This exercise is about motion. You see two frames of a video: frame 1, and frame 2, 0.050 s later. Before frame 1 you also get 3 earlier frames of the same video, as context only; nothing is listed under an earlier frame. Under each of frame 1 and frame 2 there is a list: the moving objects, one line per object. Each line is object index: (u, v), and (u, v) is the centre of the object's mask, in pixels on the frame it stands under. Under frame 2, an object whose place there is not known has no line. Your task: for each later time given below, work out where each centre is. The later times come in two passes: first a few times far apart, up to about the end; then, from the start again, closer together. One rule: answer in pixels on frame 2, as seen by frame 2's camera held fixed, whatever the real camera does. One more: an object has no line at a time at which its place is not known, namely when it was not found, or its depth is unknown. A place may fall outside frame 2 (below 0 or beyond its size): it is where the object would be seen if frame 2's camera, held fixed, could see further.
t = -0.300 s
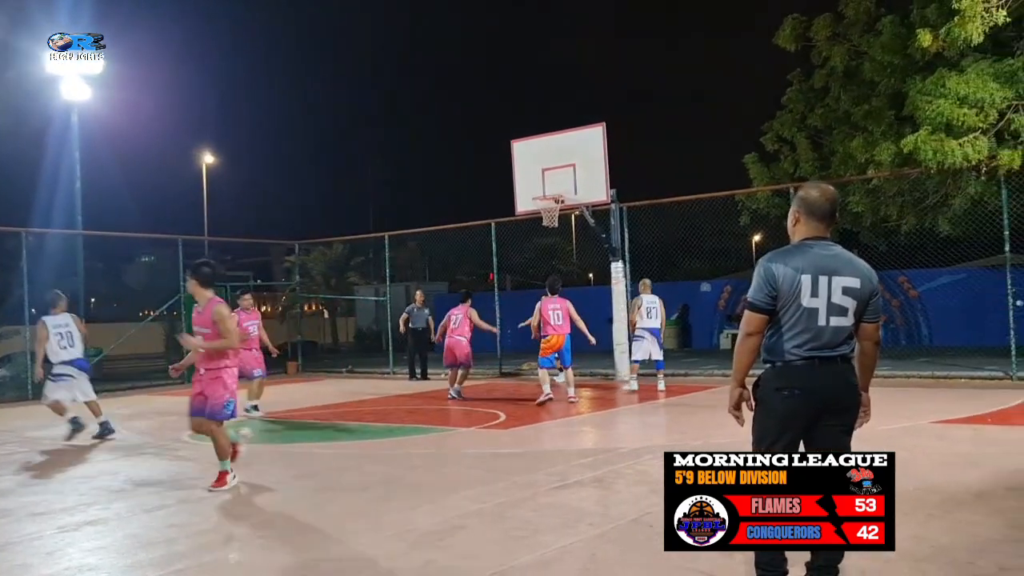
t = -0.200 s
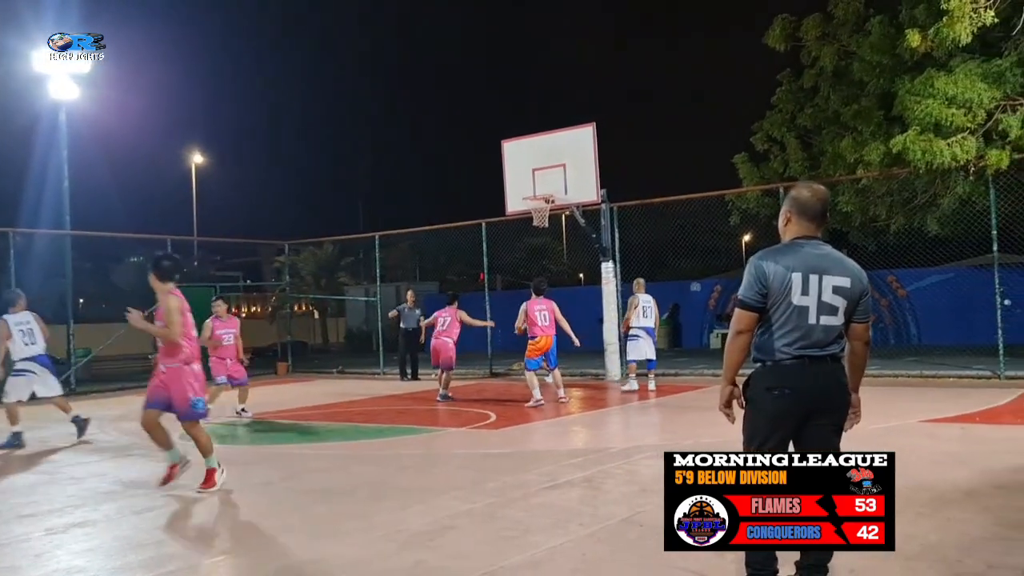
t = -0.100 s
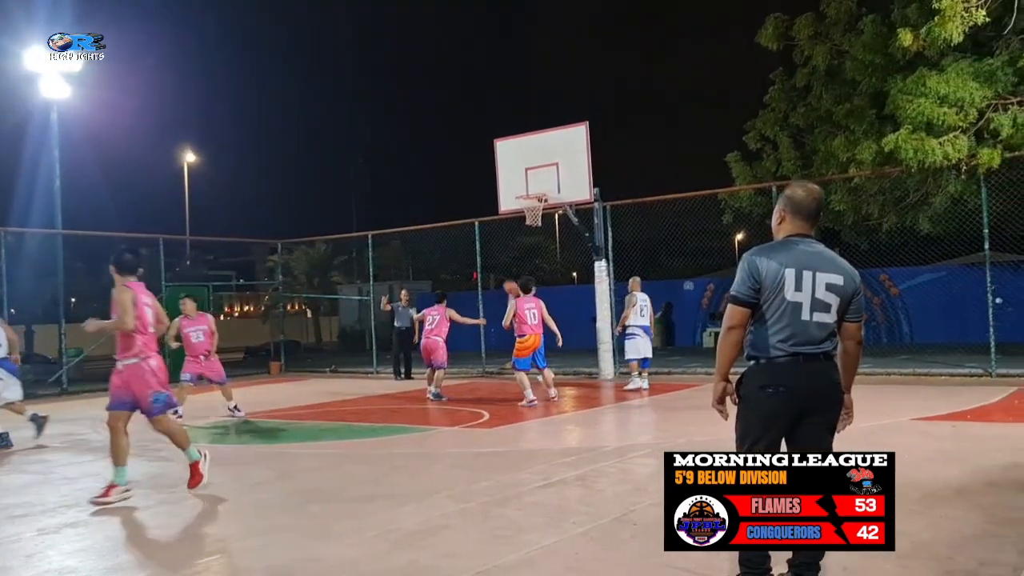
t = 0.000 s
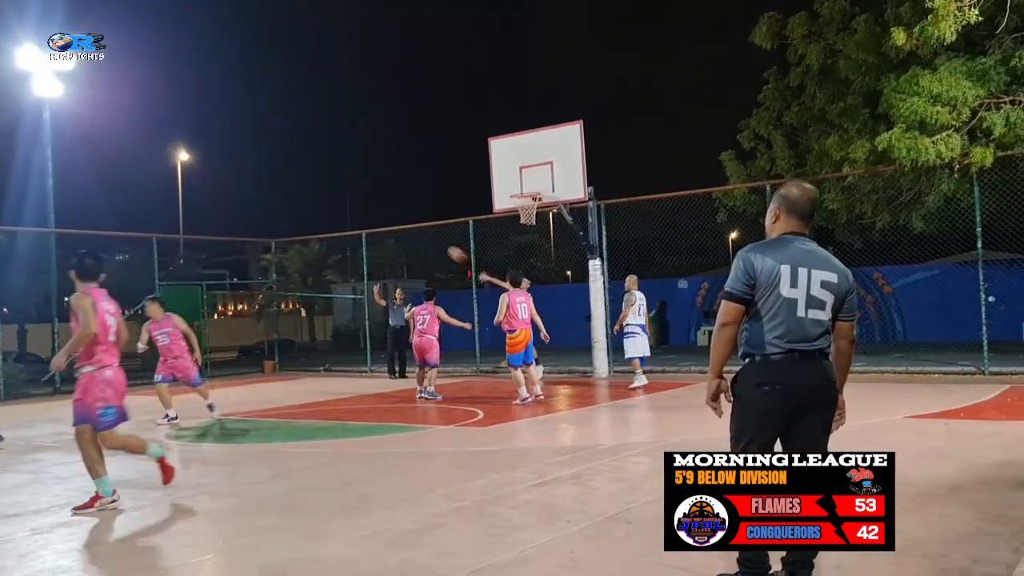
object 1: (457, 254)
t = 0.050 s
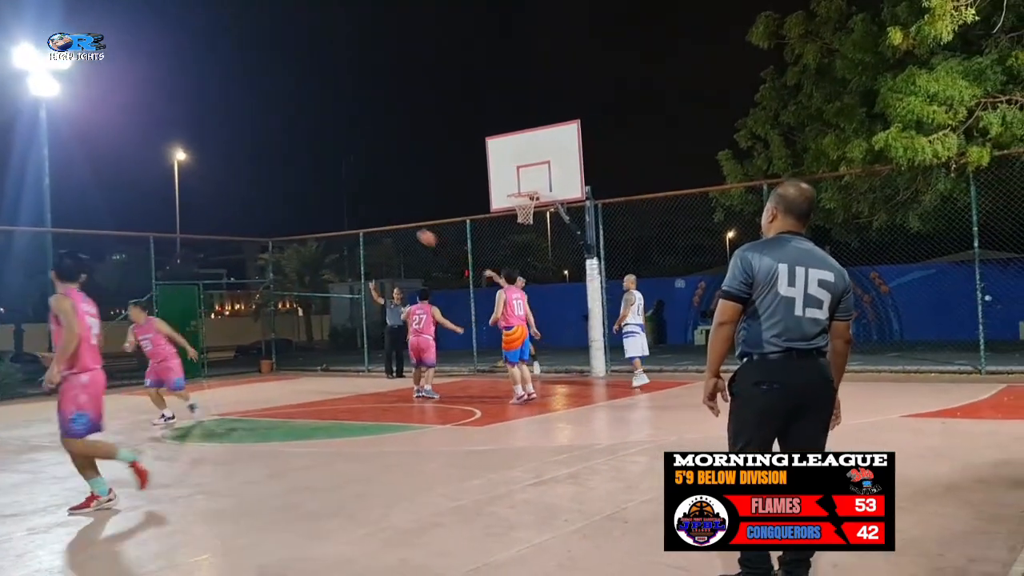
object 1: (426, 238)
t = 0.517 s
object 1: (86, 122)
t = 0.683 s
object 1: (-91, 104)
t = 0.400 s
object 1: (190, 144)
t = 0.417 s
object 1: (176, 140)
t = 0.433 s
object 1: (161, 137)
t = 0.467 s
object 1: (133, 131)
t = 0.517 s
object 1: (86, 122)
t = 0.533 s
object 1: (70, 120)
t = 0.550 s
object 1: (55, 118)
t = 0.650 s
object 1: (-54, 105)
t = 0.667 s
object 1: (-72, 105)
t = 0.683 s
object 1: (-91, 104)
